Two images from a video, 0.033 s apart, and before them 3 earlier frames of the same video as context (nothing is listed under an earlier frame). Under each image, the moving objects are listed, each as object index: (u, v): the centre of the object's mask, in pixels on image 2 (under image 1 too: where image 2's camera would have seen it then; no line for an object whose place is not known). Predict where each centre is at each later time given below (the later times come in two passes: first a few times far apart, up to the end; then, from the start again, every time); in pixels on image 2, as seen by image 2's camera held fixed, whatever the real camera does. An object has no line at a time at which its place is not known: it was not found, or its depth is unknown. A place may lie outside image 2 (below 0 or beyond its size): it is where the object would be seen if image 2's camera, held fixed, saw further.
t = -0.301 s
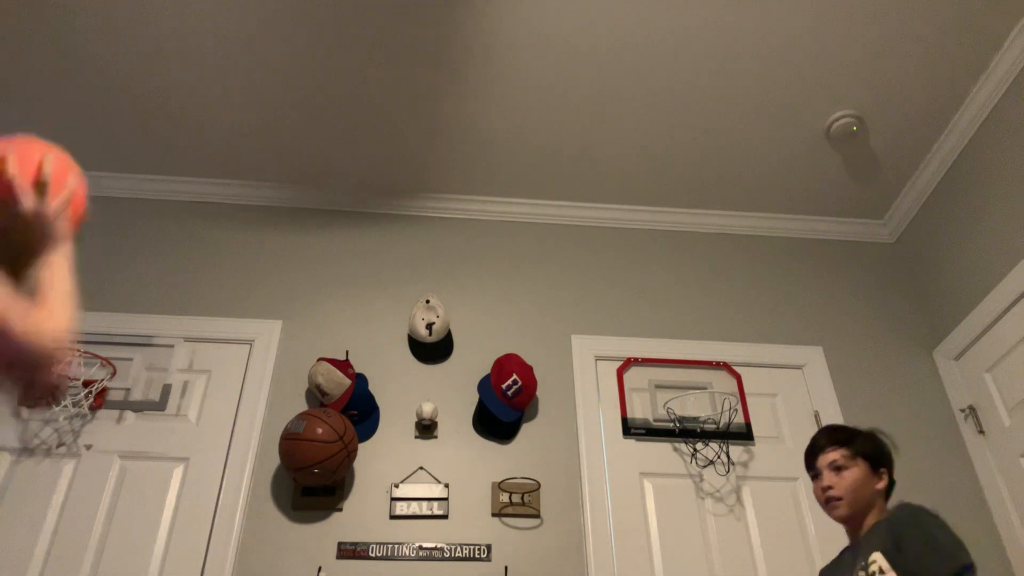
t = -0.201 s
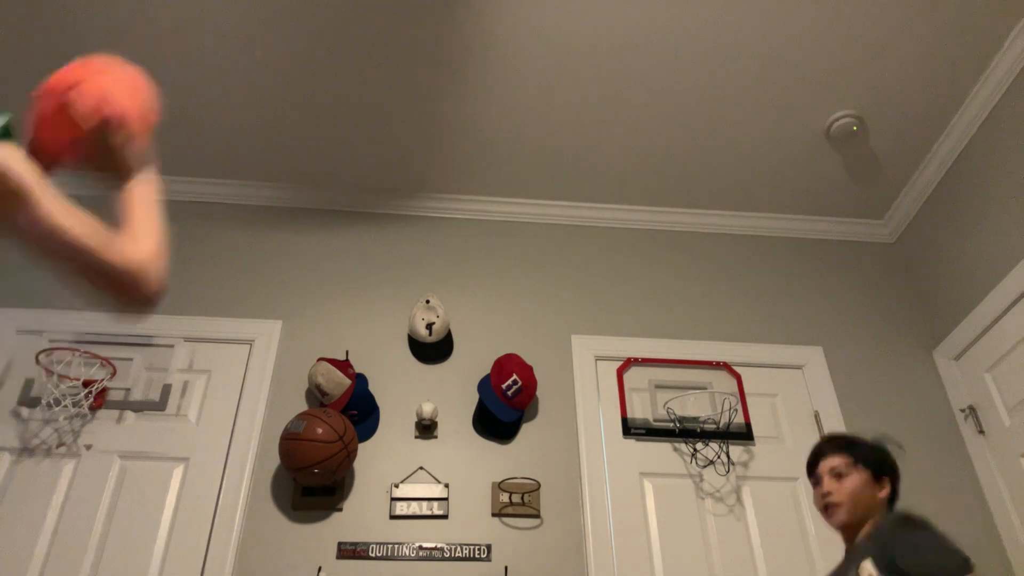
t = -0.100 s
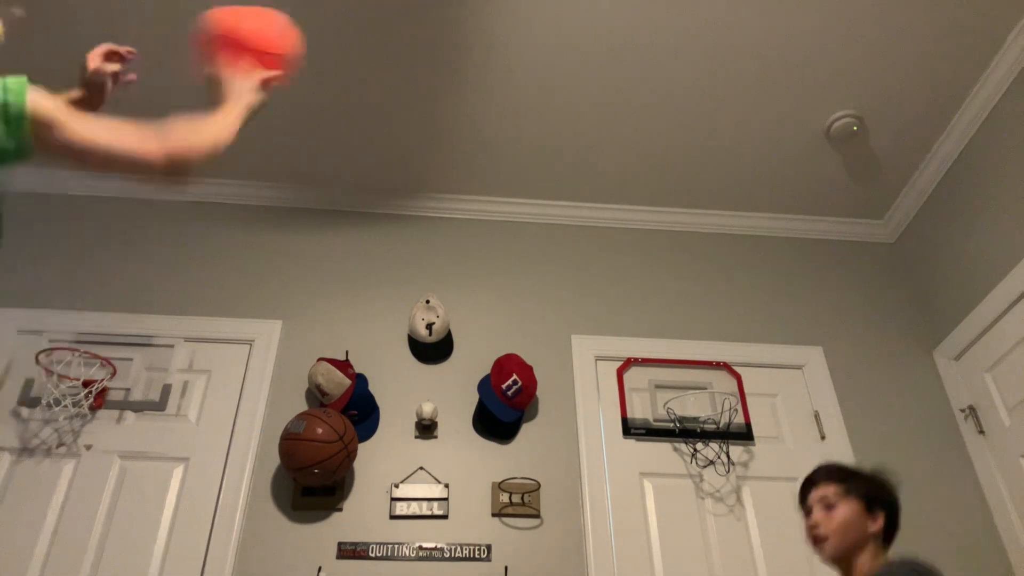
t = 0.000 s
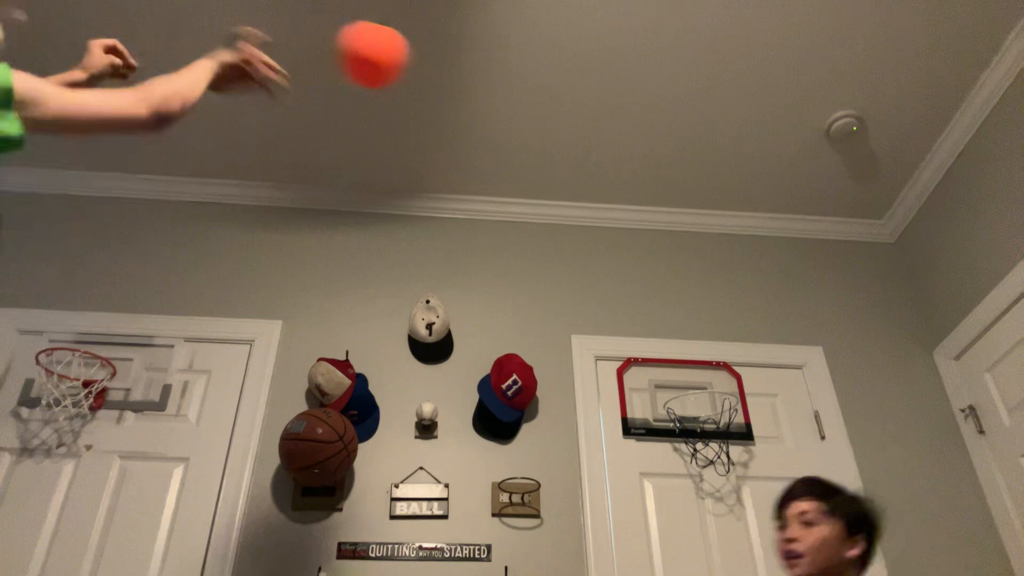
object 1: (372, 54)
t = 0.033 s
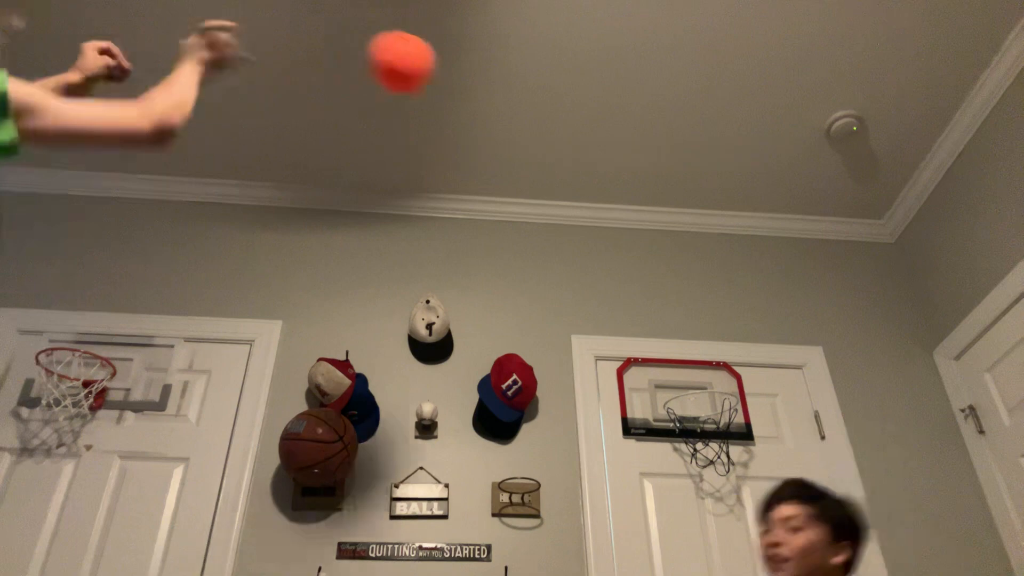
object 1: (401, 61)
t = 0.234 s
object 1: (522, 142)
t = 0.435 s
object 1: (607, 274)
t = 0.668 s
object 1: (713, 381)
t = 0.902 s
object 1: (806, 342)
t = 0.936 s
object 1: (825, 348)
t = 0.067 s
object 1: (427, 70)
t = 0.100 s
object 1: (449, 81)
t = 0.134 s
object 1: (469, 94)
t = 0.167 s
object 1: (488, 108)
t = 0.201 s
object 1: (506, 124)
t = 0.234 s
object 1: (522, 142)
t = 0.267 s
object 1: (538, 162)
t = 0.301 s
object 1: (553, 180)
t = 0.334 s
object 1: (567, 202)
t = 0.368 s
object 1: (581, 226)
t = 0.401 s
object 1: (593, 248)
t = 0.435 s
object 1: (607, 274)
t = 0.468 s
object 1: (619, 301)
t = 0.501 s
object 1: (632, 330)
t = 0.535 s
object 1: (646, 367)
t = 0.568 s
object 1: (658, 385)
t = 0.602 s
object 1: (676, 391)
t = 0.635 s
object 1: (694, 386)
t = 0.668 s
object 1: (713, 381)
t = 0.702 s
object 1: (723, 368)
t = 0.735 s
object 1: (735, 355)
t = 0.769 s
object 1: (748, 346)
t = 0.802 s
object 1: (761, 342)
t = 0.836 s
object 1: (775, 339)
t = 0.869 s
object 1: (790, 340)
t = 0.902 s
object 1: (806, 342)
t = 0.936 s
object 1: (825, 348)
